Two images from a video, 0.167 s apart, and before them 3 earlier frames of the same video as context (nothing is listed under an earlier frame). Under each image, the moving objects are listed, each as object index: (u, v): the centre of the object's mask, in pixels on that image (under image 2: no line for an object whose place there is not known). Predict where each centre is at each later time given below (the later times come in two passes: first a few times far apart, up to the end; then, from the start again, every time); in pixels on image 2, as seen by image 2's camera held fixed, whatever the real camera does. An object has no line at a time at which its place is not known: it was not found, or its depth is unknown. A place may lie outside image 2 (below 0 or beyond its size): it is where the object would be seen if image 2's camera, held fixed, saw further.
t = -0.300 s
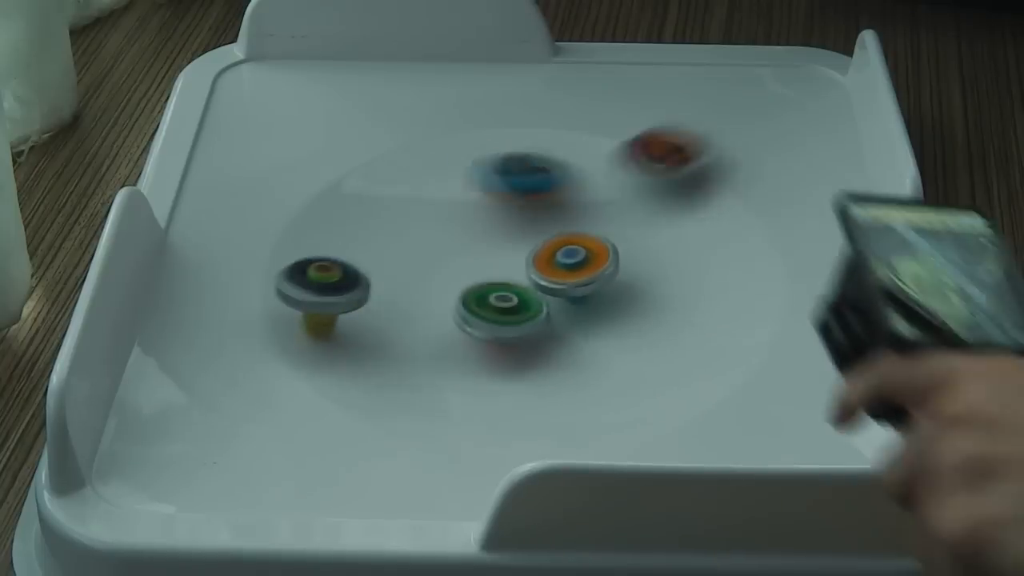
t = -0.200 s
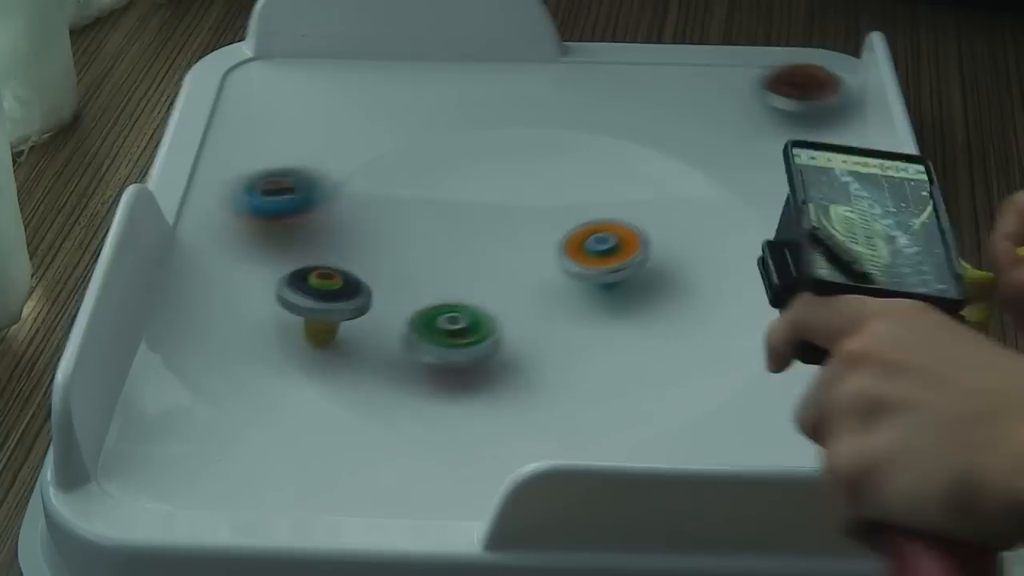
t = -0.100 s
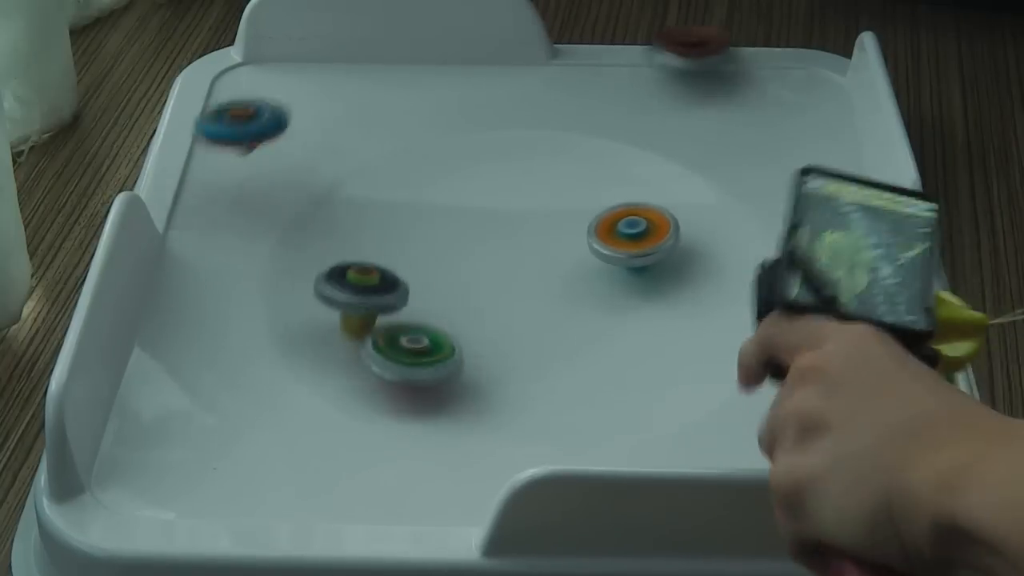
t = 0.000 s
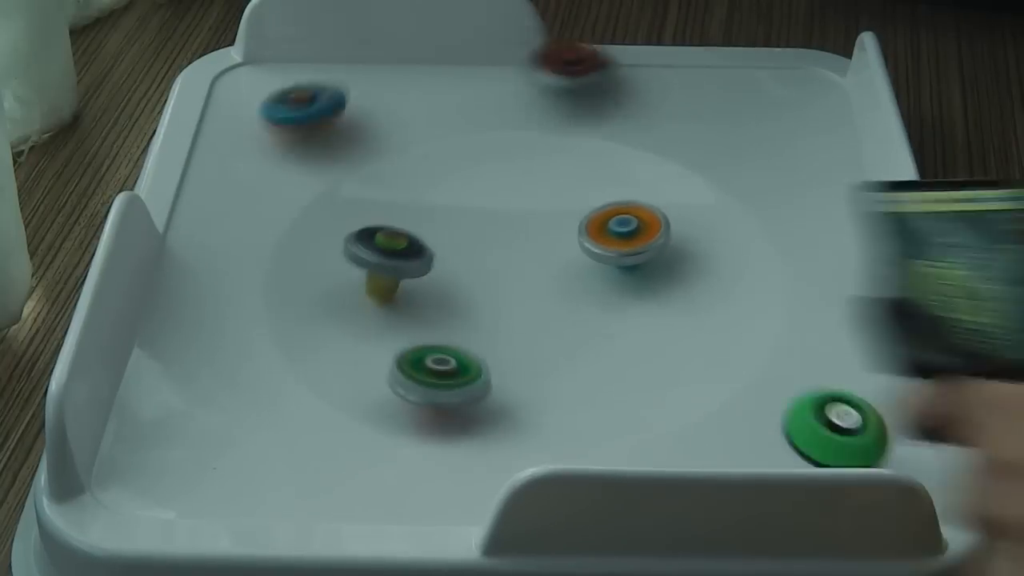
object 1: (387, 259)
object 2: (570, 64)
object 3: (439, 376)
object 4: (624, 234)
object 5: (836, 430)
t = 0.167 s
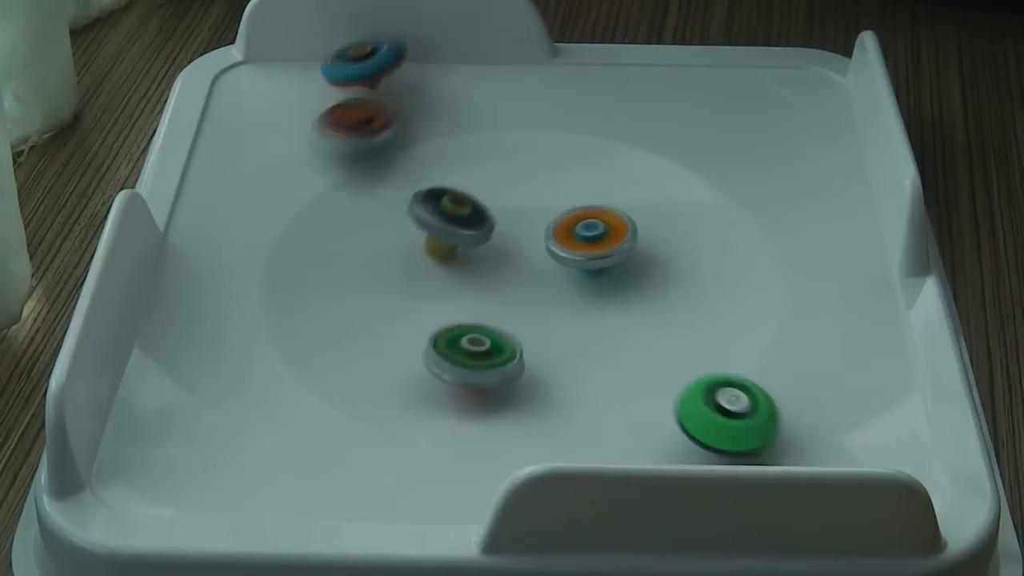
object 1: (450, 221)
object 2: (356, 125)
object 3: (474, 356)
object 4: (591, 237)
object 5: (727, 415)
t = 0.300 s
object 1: (475, 195)
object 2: (227, 203)
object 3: (471, 318)
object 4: (575, 245)
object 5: (660, 377)
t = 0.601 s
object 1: (596, 35)
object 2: (481, 443)
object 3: (433, 247)
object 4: (544, 180)
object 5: (741, 354)
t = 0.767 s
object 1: (701, 136)
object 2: (749, 434)
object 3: (417, 217)
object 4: (508, 189)
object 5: (781, 227)
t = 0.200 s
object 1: (459, 214)
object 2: (320, 144)
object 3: (477, 347)
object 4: (586, 239)
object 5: (710, 409)
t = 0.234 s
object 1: (467, 208)
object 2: (285, 164)
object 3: (478, 337)
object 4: (583, 241)
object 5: (694, 394)
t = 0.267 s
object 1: (471, 201)
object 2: (254, 182)
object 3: (476, 327)
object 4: (579, 243)
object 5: (678, 388)
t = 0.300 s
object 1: (475, 195)
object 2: (227, 203)
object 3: (471, 318)
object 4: (575, 245)
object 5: (660, 377)
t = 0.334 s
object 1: (476, 184)
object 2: (212, 228)
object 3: (466, 310)
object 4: (572, 247)
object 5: (642, 362)
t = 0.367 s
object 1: (477, 185)
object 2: (233, 259)
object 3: (460, 301)
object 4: (568, 250)
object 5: (623, 342)
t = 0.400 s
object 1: (501, 185)
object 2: (260, 300)
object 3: (454, 292)
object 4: (563, 251)
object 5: (604, 319)
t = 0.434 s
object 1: (530, 161)
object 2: (284, 333)
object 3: (449, 282)
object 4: (562, 241)
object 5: (616, 352)
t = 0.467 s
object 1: (539, 119)
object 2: (311, 363)
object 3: (445, 275)
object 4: (560, 225)
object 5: (643, 414)
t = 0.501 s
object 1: (544, 73)
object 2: (349, 393)
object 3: (441, 267)
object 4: (558, 209)
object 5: (665, 441)
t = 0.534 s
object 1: (554, 37)
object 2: (389, 416)
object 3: (439, 258)
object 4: (556, 195)
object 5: (698, 416)
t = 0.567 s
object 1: (574, 29)
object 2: (435, 436)
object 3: (436, 253)
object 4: (551, 186)
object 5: (721, 376)
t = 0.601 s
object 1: (596, 35)
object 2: (481, 443)
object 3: (433, 247)
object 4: (544, 180)
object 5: (741, 354)
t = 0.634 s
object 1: (621, 62)
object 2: (530, 442)
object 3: (431, 241)
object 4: (538, 179)
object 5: (758, 349)
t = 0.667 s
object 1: (643, 92)
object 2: (587, 437)
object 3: (428, 234)
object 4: (531, 178)
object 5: (770, 311)
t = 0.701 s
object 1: (662, 103)
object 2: (639, 440)
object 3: (424, 227)
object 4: (523, 180)
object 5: (777, 275)
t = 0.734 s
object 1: (683, 127)
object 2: (696, 435)
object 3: (421, 222)
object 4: (515, 184)
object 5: (782, 256)
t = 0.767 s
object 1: (701, 136)
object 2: (749, 434)
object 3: (417, 217)
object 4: (508, 189)
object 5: (781, 227)
